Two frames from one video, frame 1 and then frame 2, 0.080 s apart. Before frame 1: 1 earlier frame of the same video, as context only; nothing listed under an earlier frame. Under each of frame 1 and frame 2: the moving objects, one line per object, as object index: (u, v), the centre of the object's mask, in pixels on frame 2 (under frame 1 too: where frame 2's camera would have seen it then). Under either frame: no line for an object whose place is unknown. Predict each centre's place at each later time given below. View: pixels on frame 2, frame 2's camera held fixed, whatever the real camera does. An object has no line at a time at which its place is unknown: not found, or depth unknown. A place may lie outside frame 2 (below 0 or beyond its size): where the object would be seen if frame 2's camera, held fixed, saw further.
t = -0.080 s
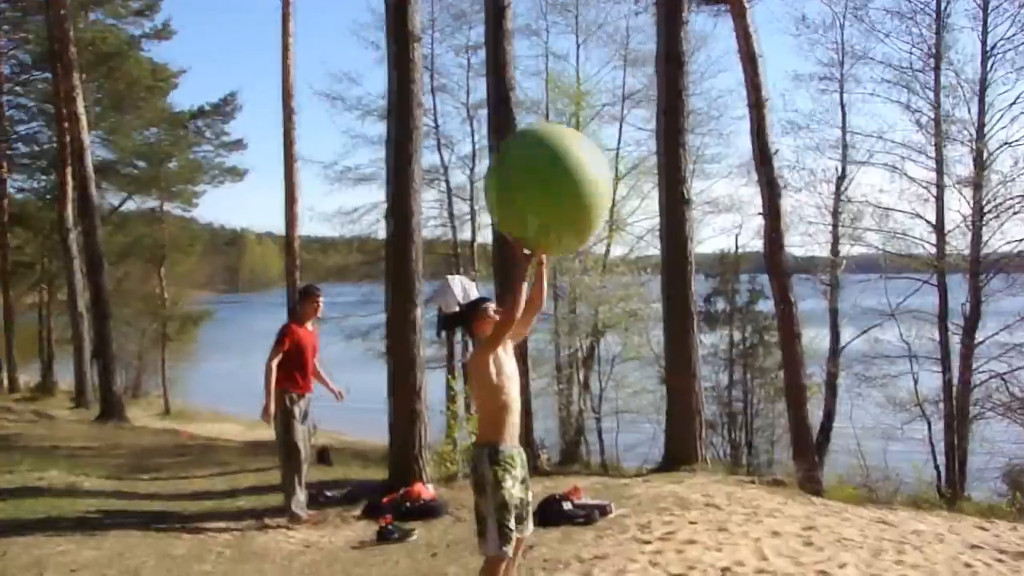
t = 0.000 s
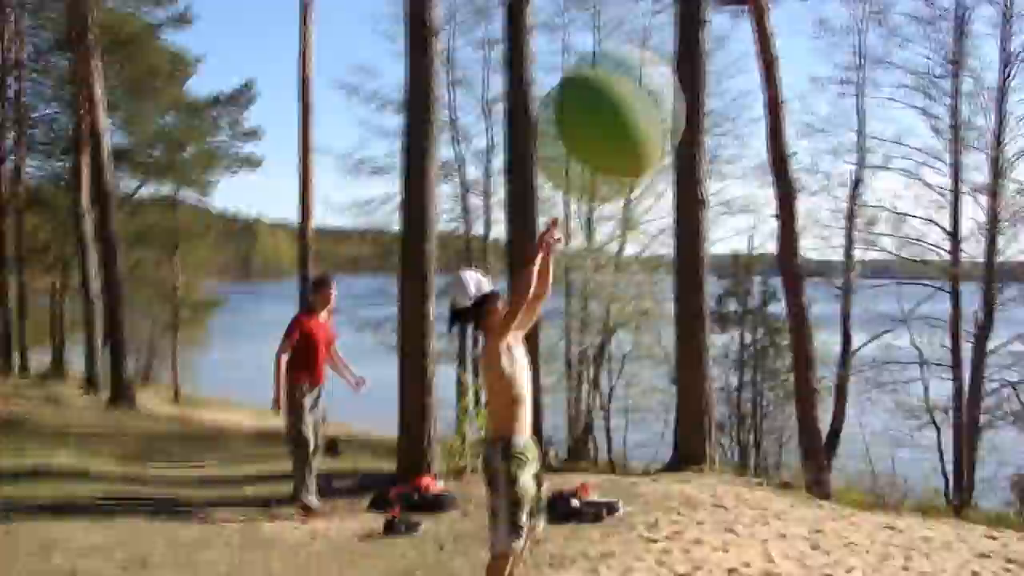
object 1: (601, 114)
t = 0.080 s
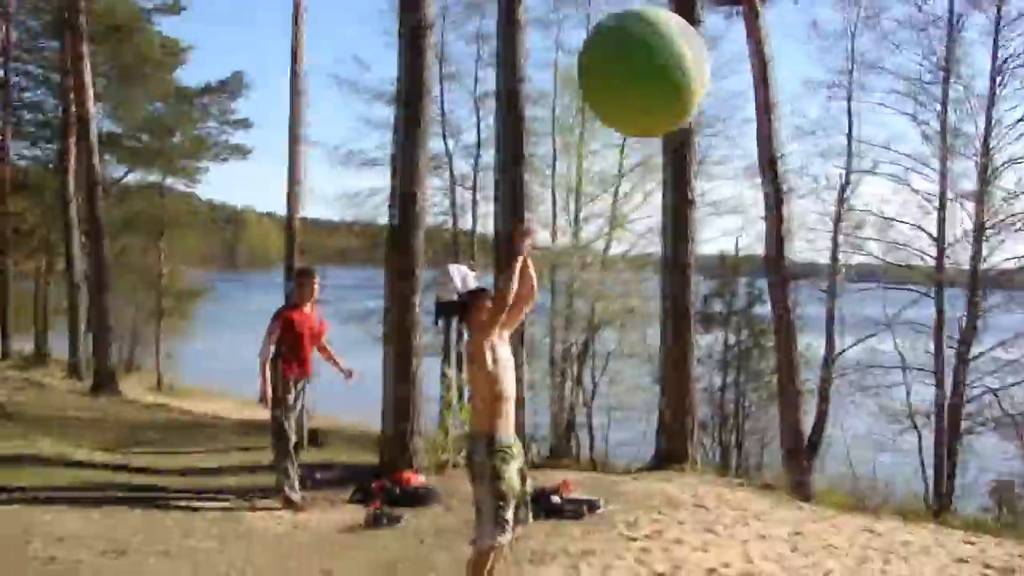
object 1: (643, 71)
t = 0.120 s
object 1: (660, 55)
